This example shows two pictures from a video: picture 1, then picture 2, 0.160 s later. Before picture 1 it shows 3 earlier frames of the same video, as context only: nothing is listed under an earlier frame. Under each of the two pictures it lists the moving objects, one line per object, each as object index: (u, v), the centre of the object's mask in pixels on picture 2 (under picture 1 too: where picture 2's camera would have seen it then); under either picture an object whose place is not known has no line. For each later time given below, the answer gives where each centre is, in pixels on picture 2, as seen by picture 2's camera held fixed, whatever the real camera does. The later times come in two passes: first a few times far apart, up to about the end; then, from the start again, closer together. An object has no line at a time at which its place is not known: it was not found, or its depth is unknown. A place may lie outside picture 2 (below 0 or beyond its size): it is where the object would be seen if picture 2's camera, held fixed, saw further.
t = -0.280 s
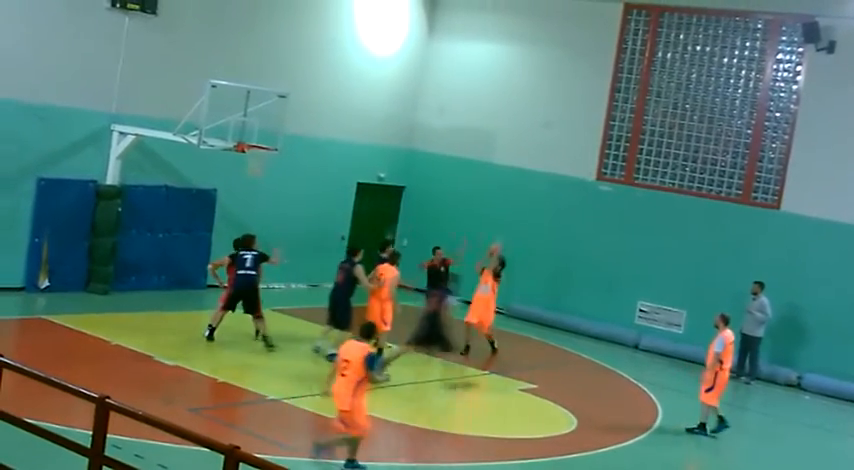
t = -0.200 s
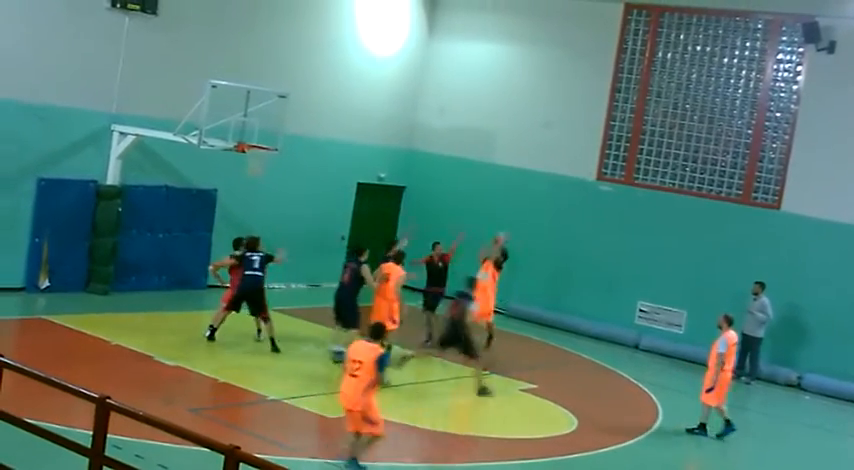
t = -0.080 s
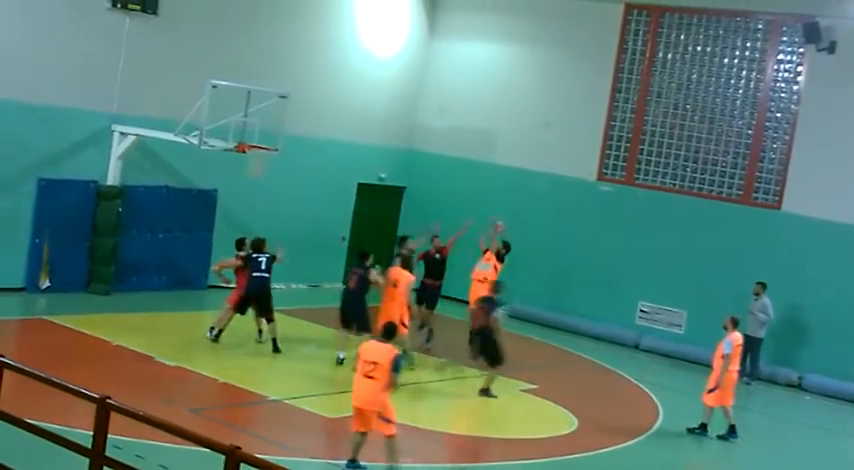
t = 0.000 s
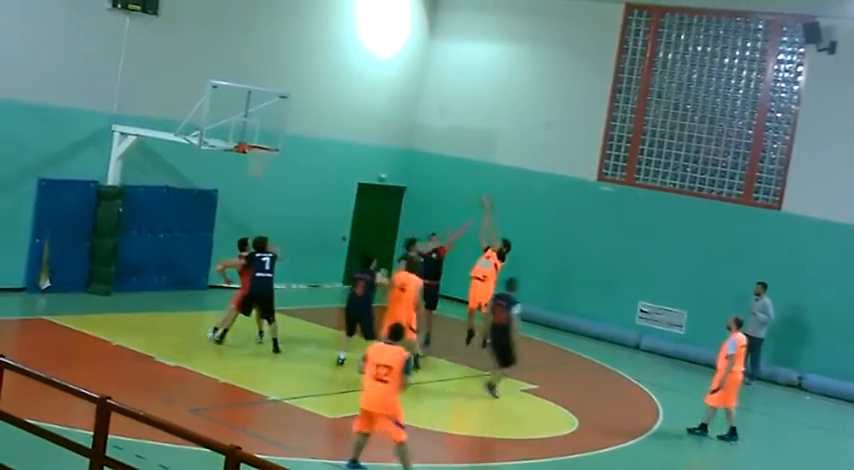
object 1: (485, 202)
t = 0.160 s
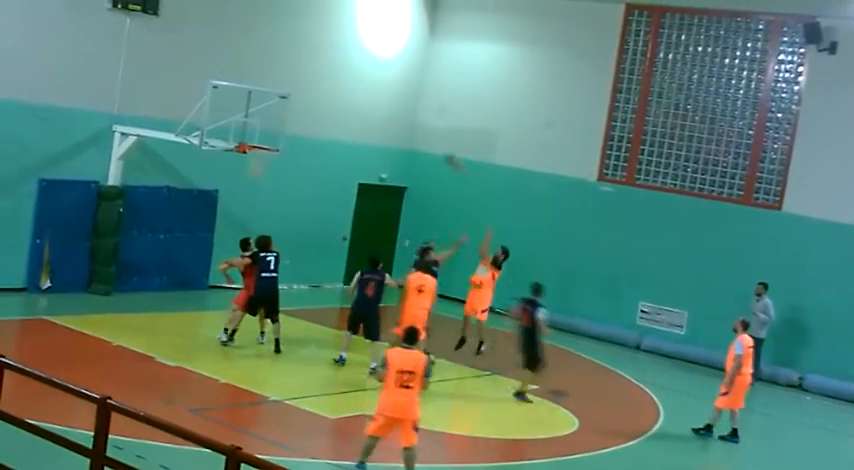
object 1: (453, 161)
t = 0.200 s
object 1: (442, 151)
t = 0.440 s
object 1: (384, 117)
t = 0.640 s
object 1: (331, 114)
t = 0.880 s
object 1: (265, 142)
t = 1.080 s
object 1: (262, 186)
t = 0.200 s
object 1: (442, 151)
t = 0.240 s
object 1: (433, 144)
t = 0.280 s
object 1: (424, 137)
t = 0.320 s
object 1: (413, 130)
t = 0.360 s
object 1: (404, 125)
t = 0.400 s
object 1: (393, 120)
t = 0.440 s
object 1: (384, 117)
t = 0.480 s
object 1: (375, 115)
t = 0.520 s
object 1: (363, 113)
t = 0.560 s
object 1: (352, 112)
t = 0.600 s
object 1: (341, 112)
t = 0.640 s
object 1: (331, 114)
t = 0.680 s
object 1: (321, 117)
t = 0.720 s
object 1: (309, 119)
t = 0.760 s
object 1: (297, 124)
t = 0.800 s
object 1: (287, 129)
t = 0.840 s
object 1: (274, 136)
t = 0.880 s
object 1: (265, 142)
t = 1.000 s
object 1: (259, 169)
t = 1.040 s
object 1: (261, 178)
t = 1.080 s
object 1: (262, 186)
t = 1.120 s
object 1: (264, 194)
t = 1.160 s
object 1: (265, 205)
